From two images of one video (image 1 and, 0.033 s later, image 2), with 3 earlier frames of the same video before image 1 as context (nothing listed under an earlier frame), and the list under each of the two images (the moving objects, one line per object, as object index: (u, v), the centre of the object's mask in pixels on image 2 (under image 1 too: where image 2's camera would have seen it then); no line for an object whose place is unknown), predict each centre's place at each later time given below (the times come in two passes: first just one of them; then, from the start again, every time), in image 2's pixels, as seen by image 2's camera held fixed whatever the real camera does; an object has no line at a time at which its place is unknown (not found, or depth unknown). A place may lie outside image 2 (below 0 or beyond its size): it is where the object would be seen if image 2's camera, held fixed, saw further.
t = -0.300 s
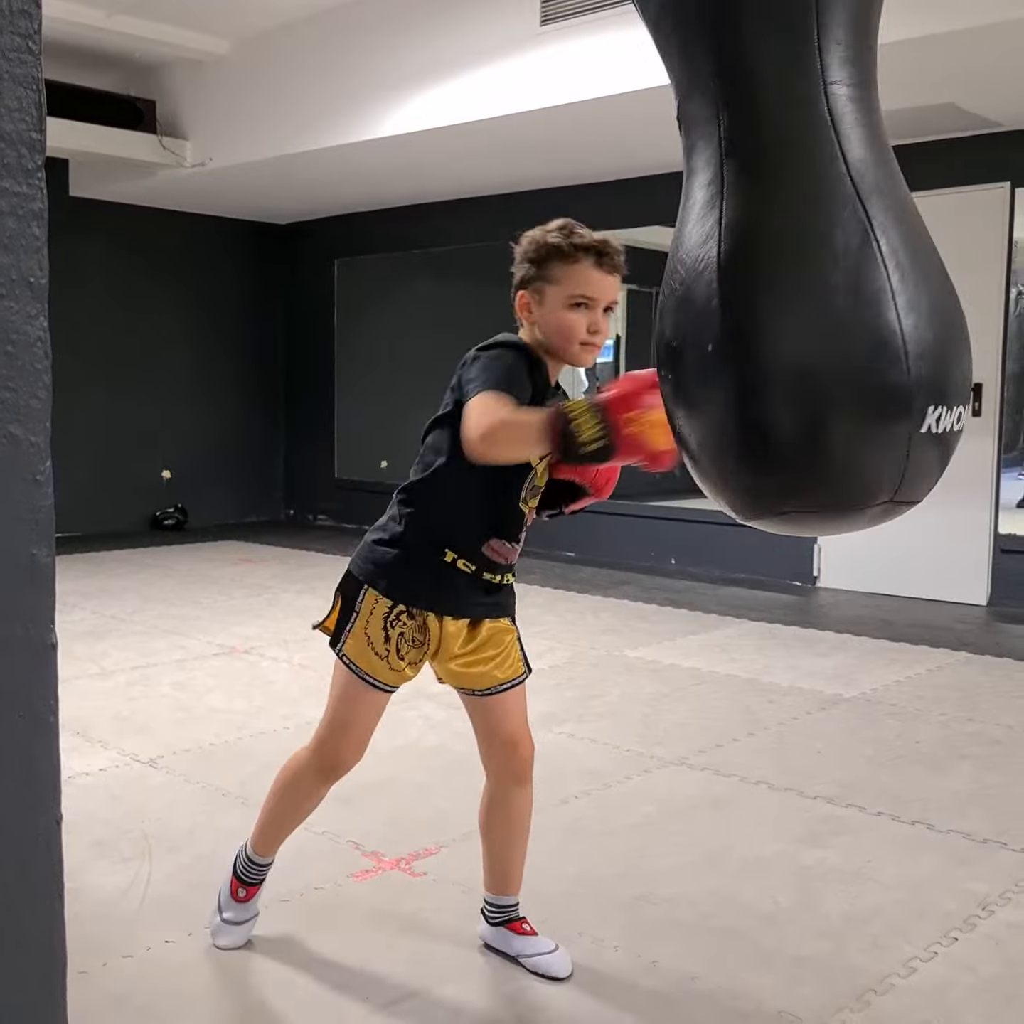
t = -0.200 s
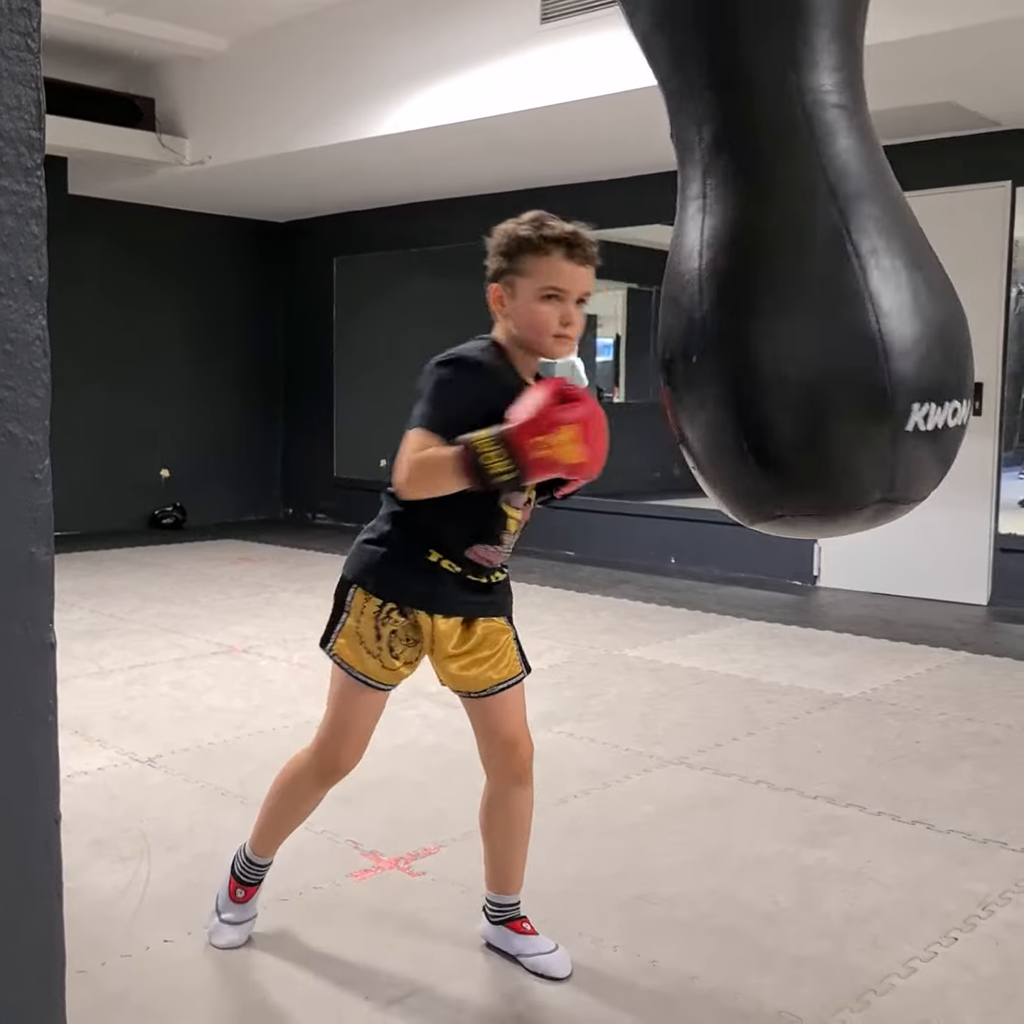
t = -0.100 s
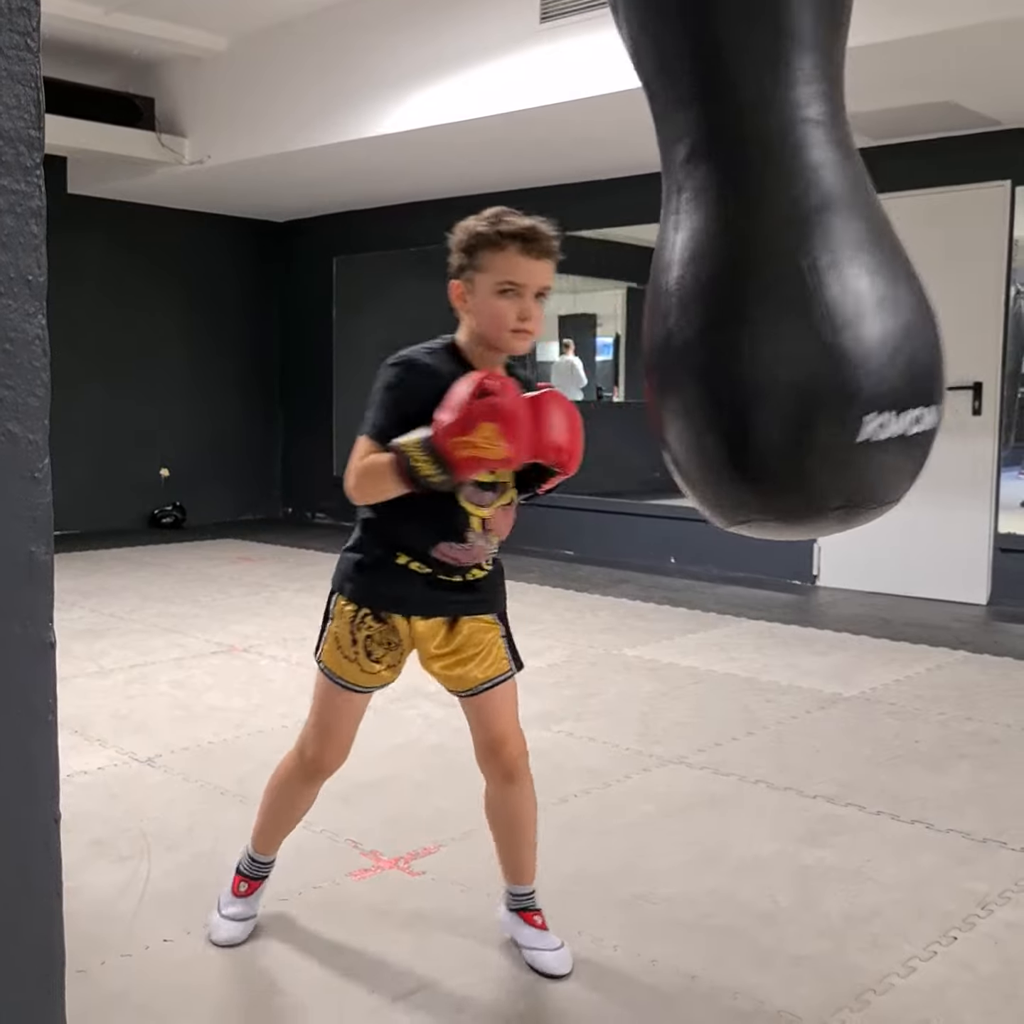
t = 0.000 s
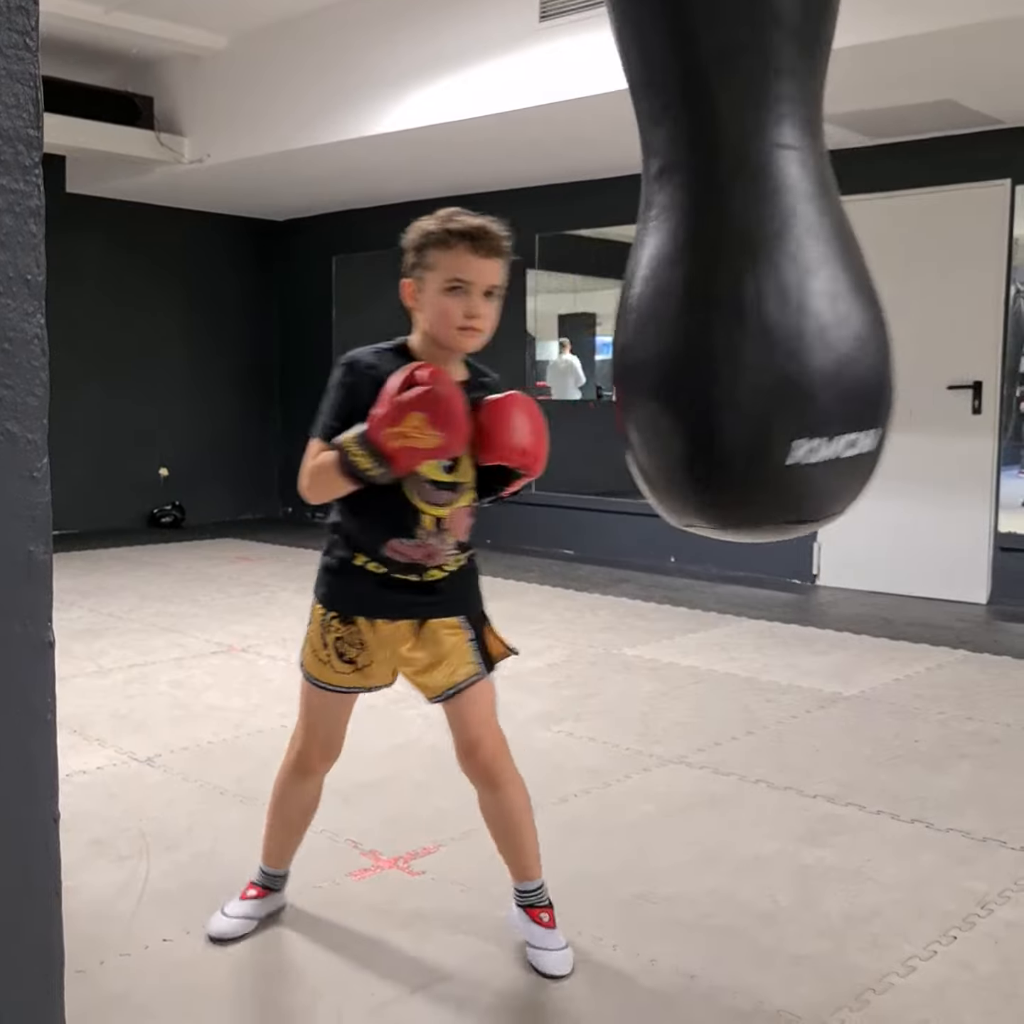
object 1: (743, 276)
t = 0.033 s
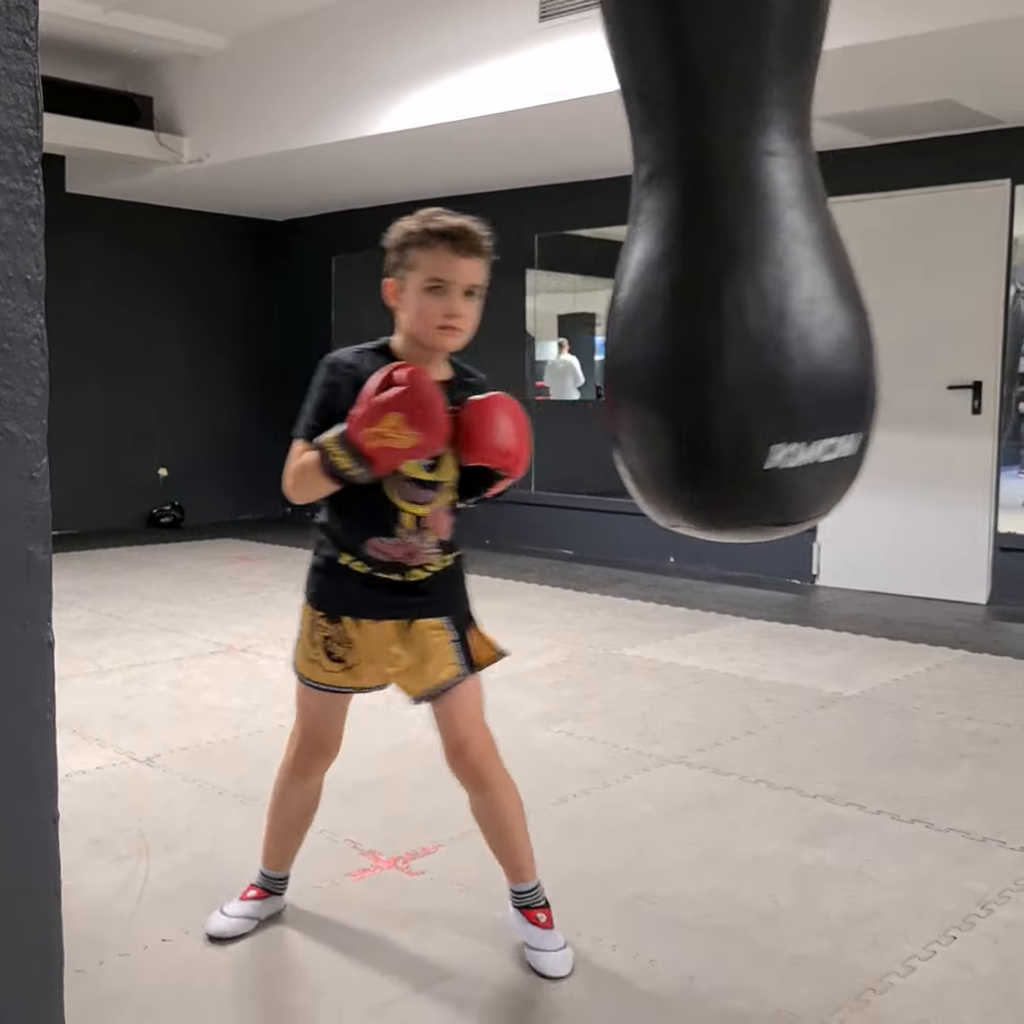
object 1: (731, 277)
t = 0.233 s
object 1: (662, 276)
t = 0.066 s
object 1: (720, 277)
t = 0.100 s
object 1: (709, 276)
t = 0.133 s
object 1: (695, 277)
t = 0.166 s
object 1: (684, 277)
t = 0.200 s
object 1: (671, 276)
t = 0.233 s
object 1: (662, 276)
